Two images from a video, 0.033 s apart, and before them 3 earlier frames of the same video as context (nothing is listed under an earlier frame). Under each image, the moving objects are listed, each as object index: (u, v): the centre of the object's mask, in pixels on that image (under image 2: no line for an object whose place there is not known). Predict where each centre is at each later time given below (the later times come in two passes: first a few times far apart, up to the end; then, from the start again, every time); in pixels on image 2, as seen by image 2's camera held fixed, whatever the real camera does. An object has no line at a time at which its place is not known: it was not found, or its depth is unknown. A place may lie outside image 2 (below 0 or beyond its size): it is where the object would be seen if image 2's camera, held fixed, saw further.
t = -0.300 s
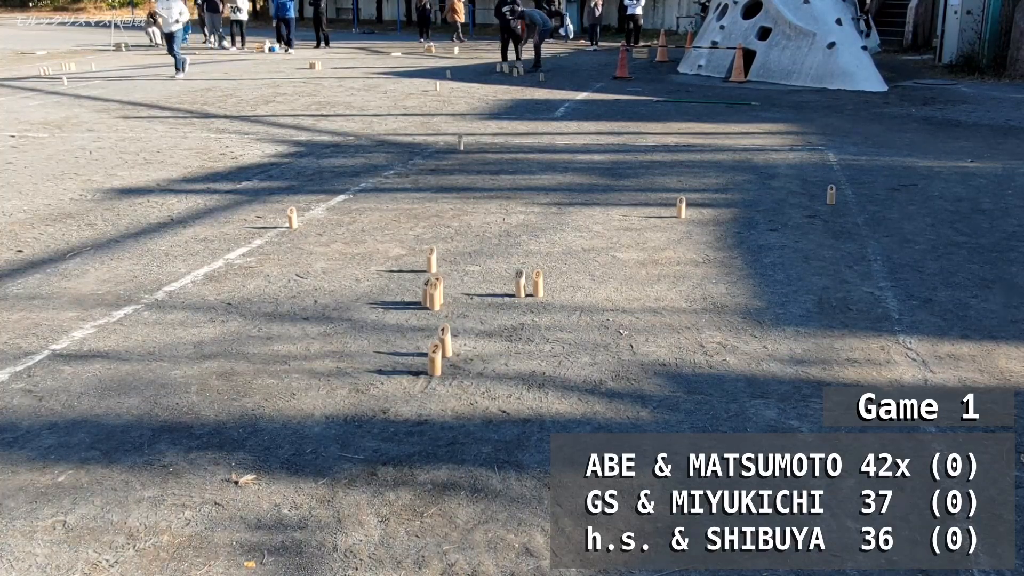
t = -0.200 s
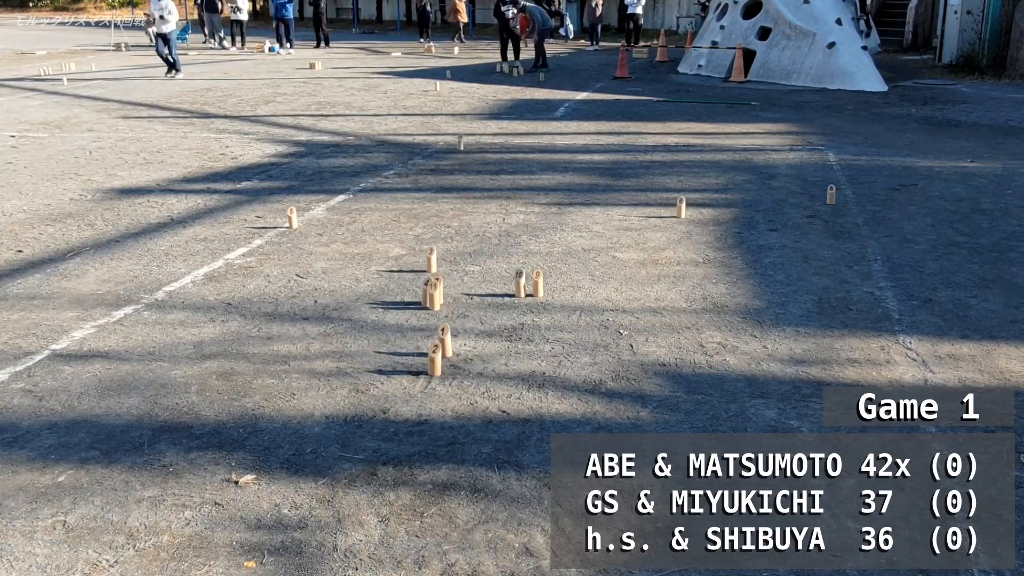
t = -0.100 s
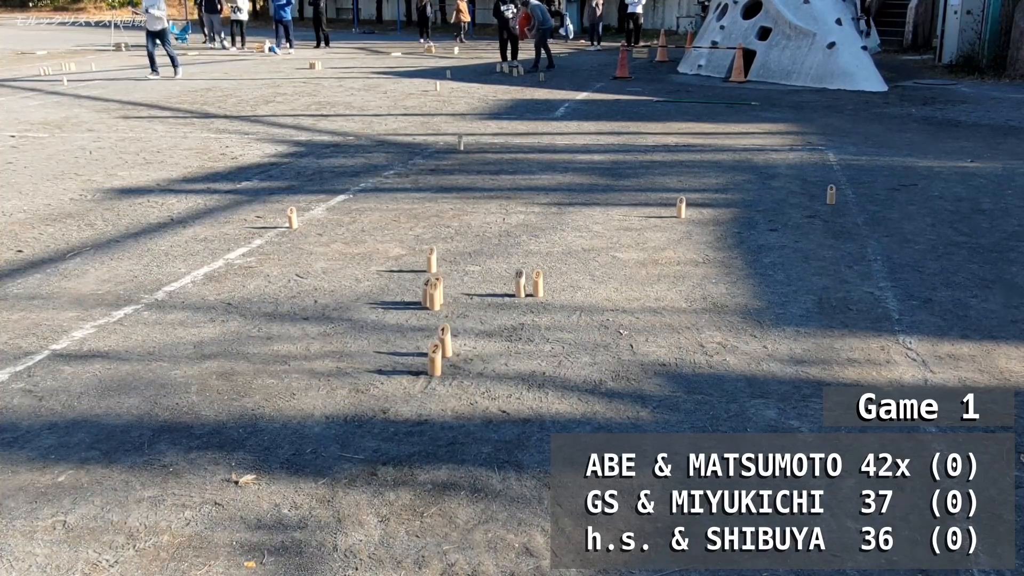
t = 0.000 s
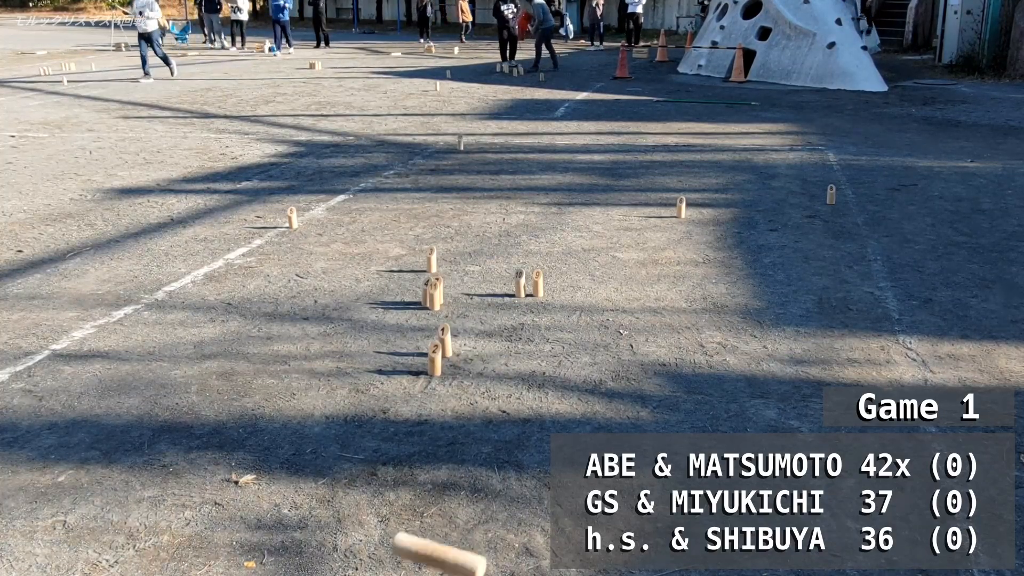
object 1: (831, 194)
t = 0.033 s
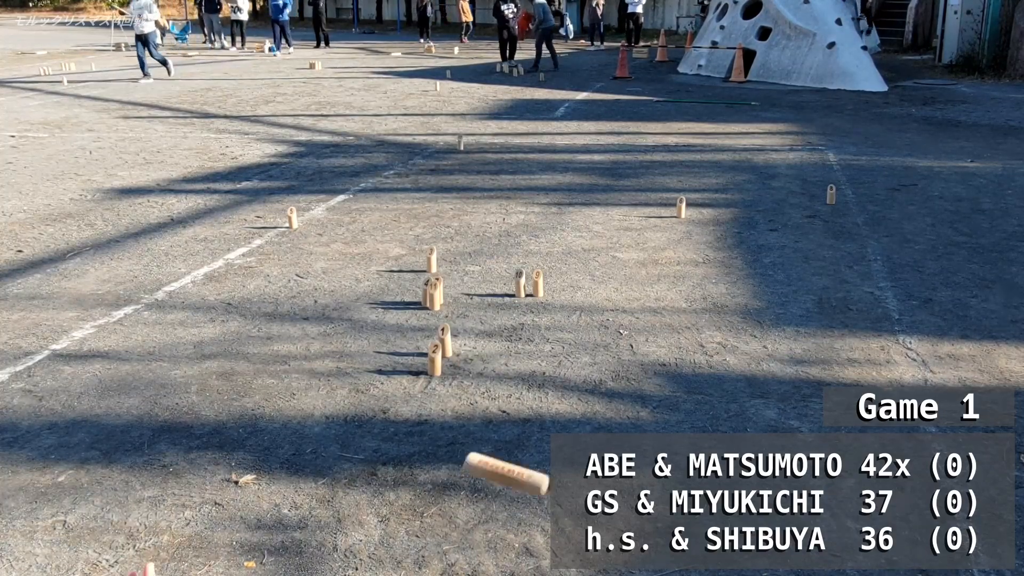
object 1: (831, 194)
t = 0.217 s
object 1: (831, 194)
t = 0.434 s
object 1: (831, 194)
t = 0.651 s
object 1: (845, 190)
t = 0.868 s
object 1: (907, 172)
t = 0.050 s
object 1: (831, 194)
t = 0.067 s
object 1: (831, 194)
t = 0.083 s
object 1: (831, 194)
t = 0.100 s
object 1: (831, 194)
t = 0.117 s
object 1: (831, 194)
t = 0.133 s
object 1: (831, 194)
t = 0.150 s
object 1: (831, 194)
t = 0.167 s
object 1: (831, 194)
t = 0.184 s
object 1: (831, 194)
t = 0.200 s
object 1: (831, 194)
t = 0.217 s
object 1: (831, 194)
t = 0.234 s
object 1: (831, 194)
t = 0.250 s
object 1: (831, 194)
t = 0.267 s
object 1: (831, 194)
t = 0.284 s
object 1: (831, 194)
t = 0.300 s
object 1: (831, 194)
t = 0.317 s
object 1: (831, 194)
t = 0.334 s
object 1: (831, 194)
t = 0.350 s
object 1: (831, 194)
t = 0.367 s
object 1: (831, 194)
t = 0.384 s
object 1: (831, 194)
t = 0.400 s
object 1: (831, 194)
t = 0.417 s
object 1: (831, 194)
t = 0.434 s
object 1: (831, 194)
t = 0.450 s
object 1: (831, 195)
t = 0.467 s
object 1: (831, 195)
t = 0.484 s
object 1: (831, 195)
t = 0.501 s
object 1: (831, 195)
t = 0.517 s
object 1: (831, 195)
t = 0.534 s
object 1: (831, 195)
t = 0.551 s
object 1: (831, 194)
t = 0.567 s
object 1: (831, 194)
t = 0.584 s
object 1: (831, 193)
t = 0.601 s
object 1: (832, 191)
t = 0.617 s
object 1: (832, 189)
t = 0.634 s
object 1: (839, 188)
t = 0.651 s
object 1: (845, 190)
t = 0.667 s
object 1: (849, 190)
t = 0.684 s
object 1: (855, 189)
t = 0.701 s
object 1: (861, 187)
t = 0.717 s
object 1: (866, 187)
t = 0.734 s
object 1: (871, 185)
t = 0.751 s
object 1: (875, 182)
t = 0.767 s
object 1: (881, 179)
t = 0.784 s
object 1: (887, 177)
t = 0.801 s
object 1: (891, 176)
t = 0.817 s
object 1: (896, 175)
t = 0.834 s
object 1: (900, 174)
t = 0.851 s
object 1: (903, 173)
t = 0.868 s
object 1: (907, 172)
